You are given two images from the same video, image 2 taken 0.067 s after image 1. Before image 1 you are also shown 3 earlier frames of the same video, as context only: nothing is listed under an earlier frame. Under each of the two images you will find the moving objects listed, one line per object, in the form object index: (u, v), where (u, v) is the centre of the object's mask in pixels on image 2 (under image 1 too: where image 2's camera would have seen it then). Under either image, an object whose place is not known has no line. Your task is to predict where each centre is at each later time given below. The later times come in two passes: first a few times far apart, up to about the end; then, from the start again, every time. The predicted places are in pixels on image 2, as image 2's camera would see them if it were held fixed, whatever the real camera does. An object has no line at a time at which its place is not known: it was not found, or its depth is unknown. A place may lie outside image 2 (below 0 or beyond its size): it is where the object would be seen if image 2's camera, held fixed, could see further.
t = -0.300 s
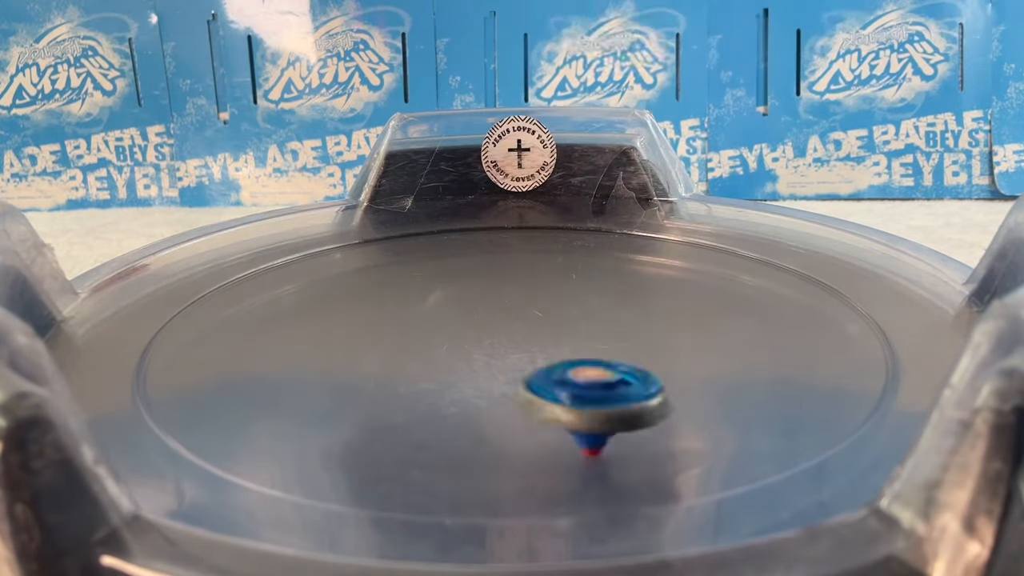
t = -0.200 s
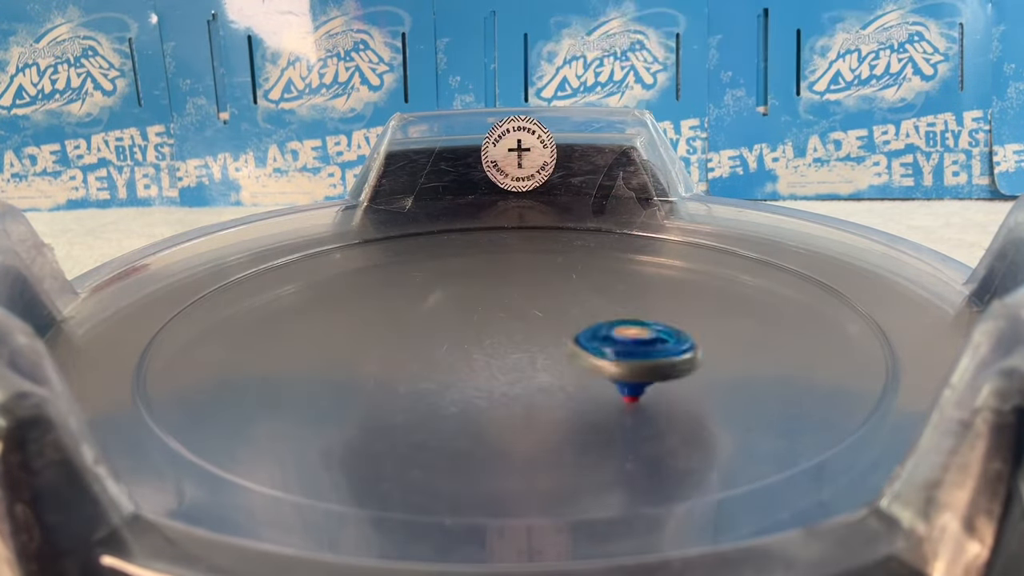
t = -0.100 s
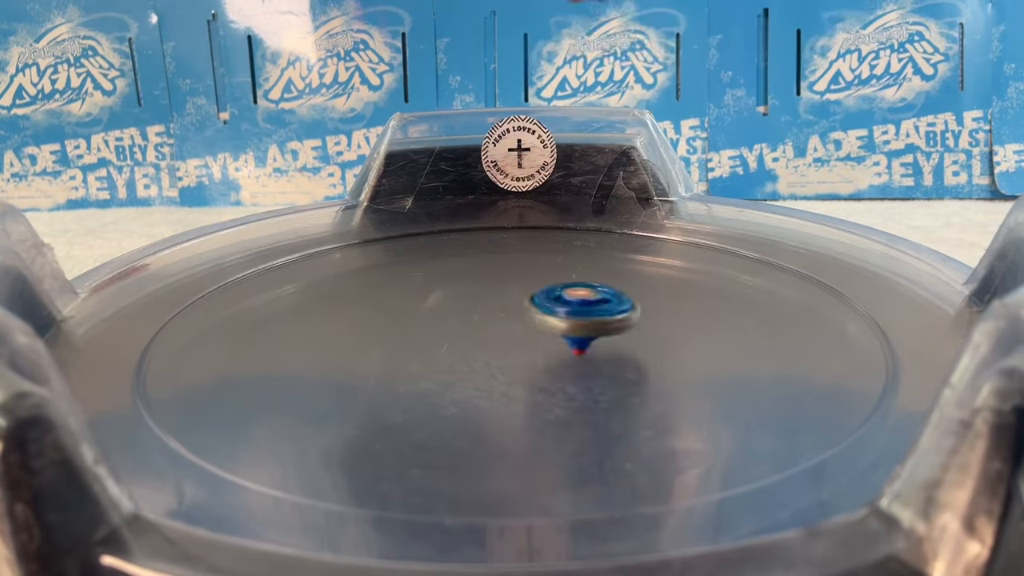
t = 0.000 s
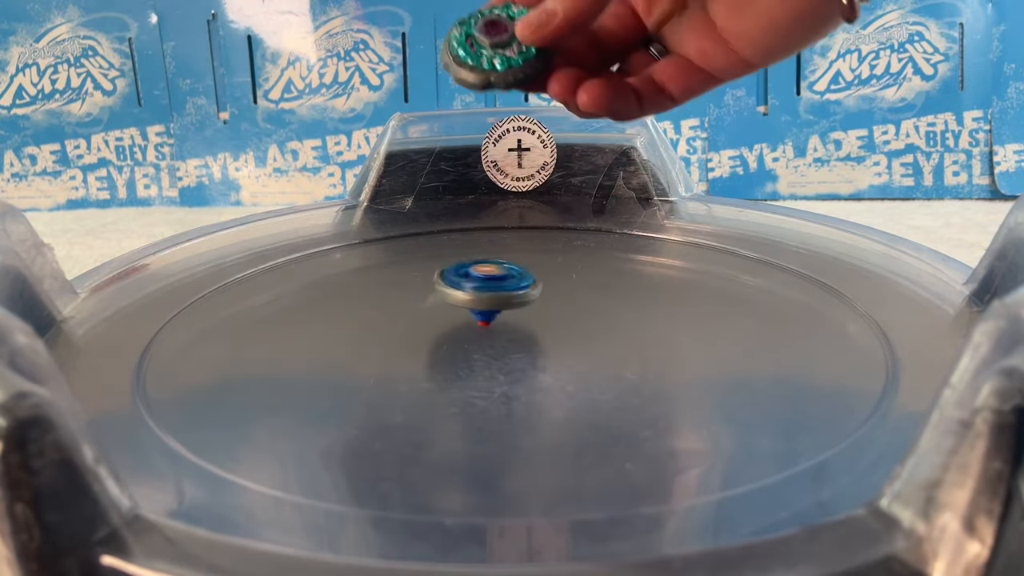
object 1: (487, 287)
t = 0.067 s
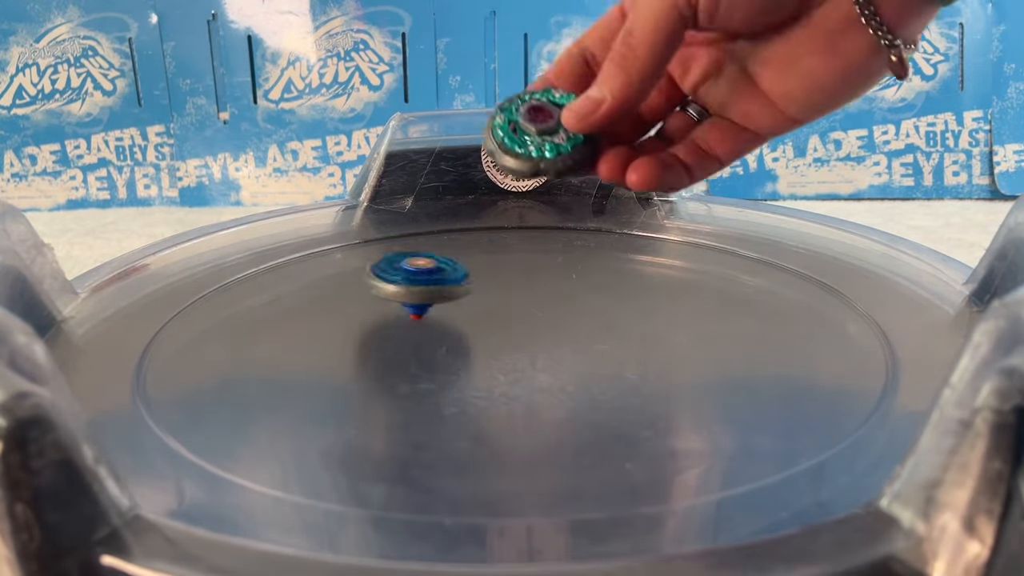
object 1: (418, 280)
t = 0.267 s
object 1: (276, 324)
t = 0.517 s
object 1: (536, 378)
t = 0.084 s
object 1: (401, 281)
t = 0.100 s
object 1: (385, 282)
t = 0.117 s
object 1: (370, 282)
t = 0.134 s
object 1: (354, 285)
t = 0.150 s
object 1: (340, 287)
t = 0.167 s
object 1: (325, 290)
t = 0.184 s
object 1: (313, 294)
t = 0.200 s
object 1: (301, 299)
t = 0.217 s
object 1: (291, 304)
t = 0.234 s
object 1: (284, 311)
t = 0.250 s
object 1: (279, 317)
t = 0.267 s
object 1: (276, 324)
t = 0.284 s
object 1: (275, 332)
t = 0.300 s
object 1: (279, 339)
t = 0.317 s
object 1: (286, 348)
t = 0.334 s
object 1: (297, 356)
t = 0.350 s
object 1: (310, 363)
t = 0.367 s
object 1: (327, 369)
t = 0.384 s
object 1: (345, 375)
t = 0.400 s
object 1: (367, 380)
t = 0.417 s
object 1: (390, 384)
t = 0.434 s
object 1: (416, 386)
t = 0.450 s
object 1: (442, 388)
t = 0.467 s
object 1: (466, 387)
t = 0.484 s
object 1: (491, 385)
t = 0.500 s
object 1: (514, 382)
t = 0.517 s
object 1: (536, 378)
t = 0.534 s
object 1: (554, 373)
